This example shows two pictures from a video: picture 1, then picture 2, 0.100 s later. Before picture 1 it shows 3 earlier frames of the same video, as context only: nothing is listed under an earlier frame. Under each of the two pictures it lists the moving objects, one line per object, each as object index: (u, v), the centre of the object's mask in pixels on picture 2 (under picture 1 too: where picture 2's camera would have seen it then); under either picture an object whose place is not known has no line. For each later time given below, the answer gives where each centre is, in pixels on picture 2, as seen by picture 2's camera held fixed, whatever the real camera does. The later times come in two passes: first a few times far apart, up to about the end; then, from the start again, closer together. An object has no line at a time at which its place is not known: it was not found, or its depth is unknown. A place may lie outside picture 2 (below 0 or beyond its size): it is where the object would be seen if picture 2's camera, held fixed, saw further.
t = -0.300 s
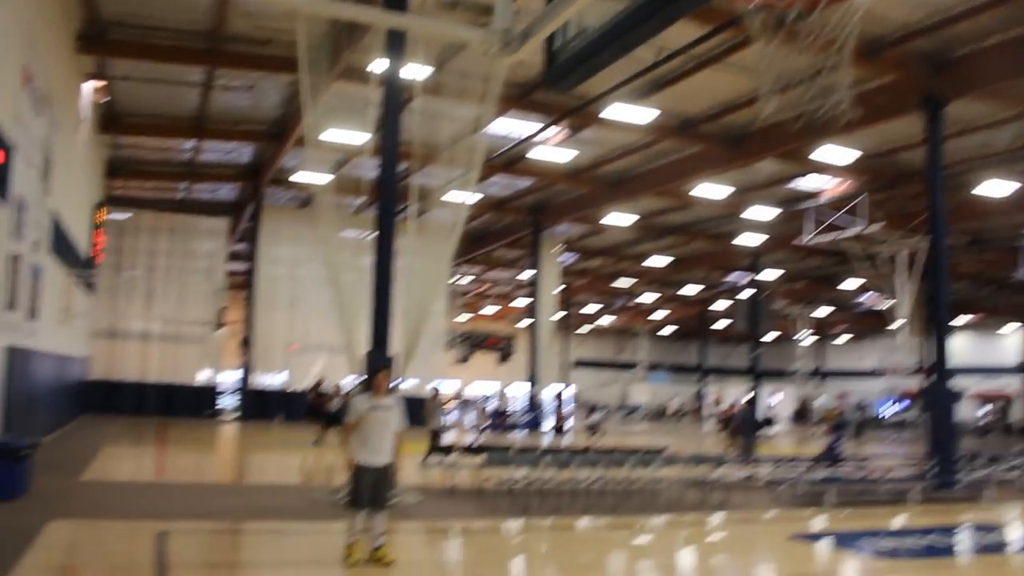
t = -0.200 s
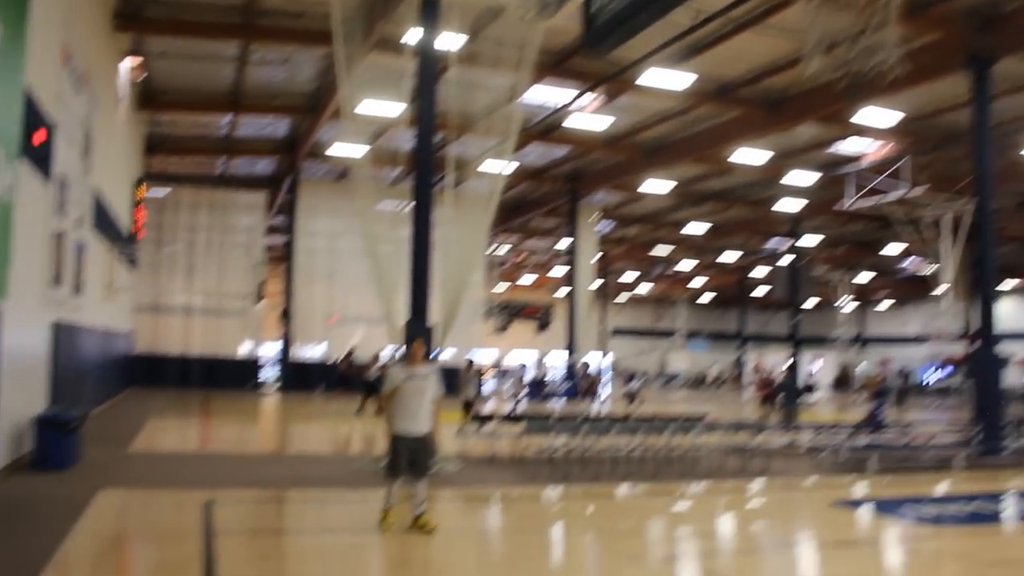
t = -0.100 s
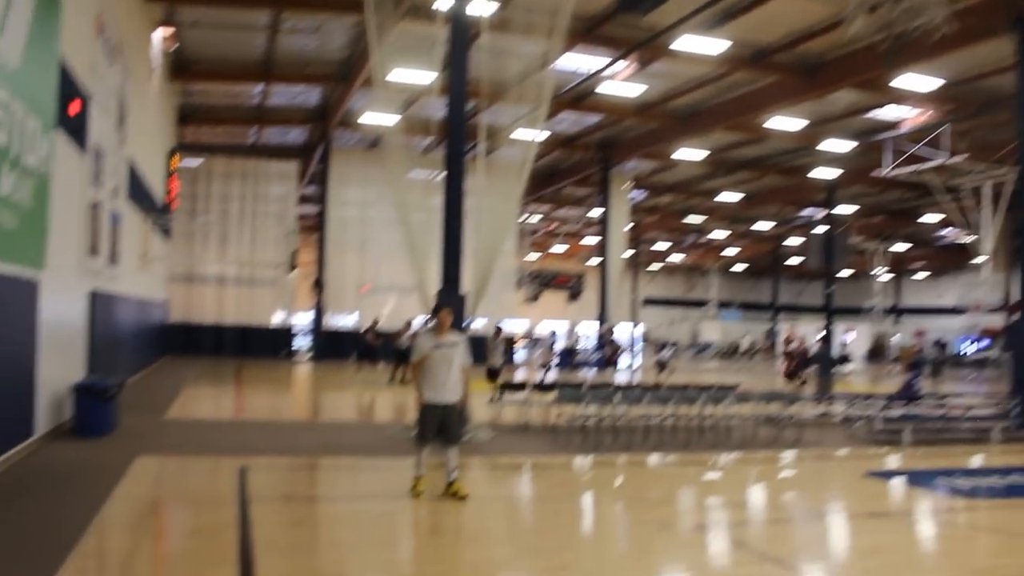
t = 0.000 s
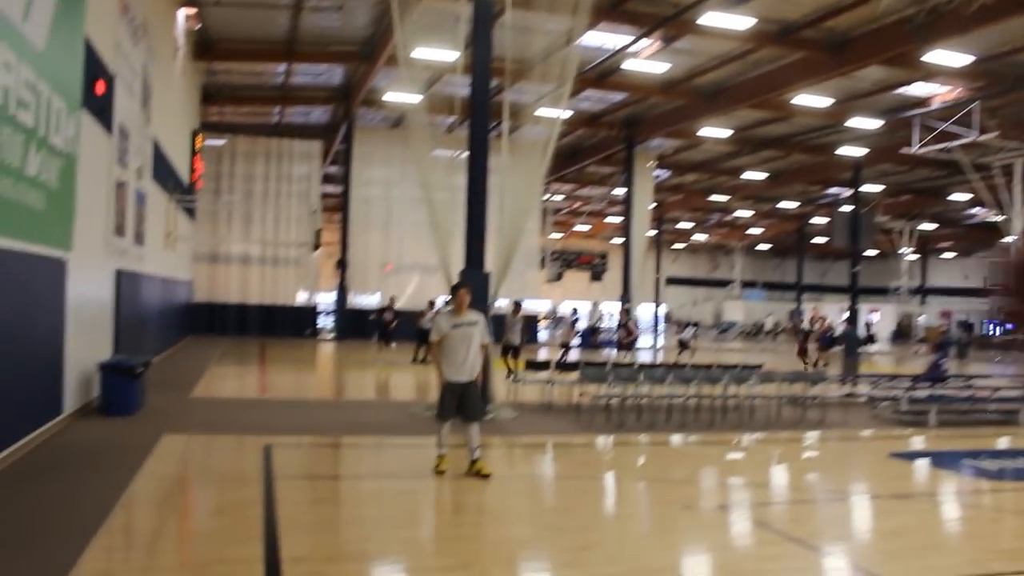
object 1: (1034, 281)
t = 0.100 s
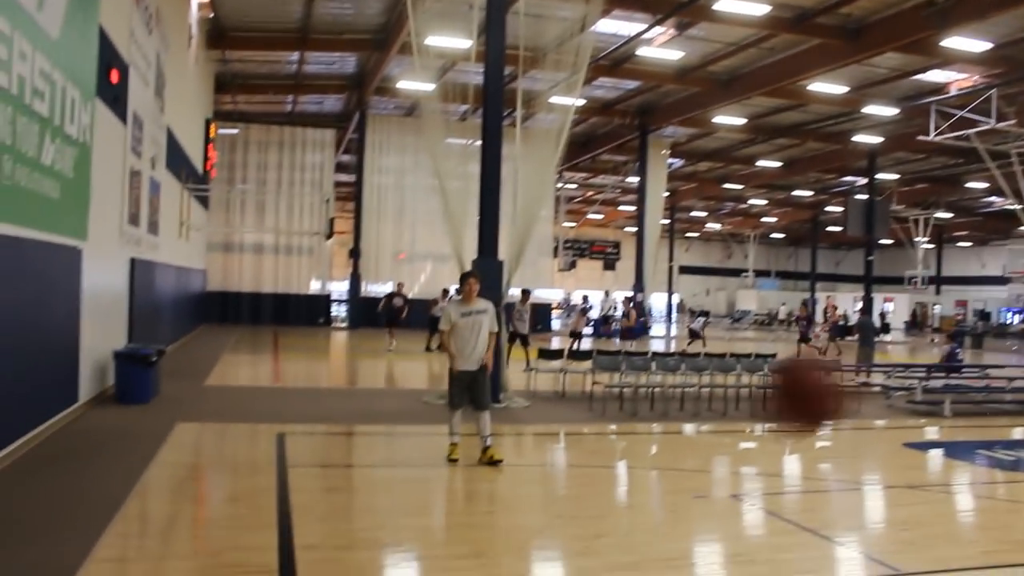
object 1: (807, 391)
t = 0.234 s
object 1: (640, 505)
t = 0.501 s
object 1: (516, 456)
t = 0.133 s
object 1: (751, 421)
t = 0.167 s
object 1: (709, 452)
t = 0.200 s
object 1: (671, 478)
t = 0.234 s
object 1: (640, 505)
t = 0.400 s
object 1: (538, 544)
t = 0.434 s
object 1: (531, 513)
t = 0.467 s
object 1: (524, 484)
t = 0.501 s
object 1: (516, 456)
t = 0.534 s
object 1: (508, 428)
